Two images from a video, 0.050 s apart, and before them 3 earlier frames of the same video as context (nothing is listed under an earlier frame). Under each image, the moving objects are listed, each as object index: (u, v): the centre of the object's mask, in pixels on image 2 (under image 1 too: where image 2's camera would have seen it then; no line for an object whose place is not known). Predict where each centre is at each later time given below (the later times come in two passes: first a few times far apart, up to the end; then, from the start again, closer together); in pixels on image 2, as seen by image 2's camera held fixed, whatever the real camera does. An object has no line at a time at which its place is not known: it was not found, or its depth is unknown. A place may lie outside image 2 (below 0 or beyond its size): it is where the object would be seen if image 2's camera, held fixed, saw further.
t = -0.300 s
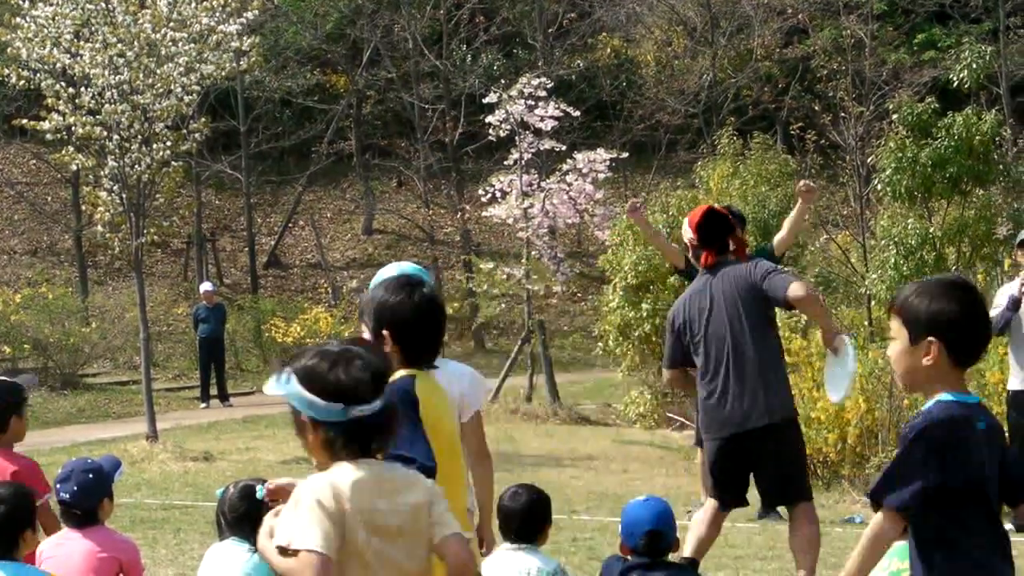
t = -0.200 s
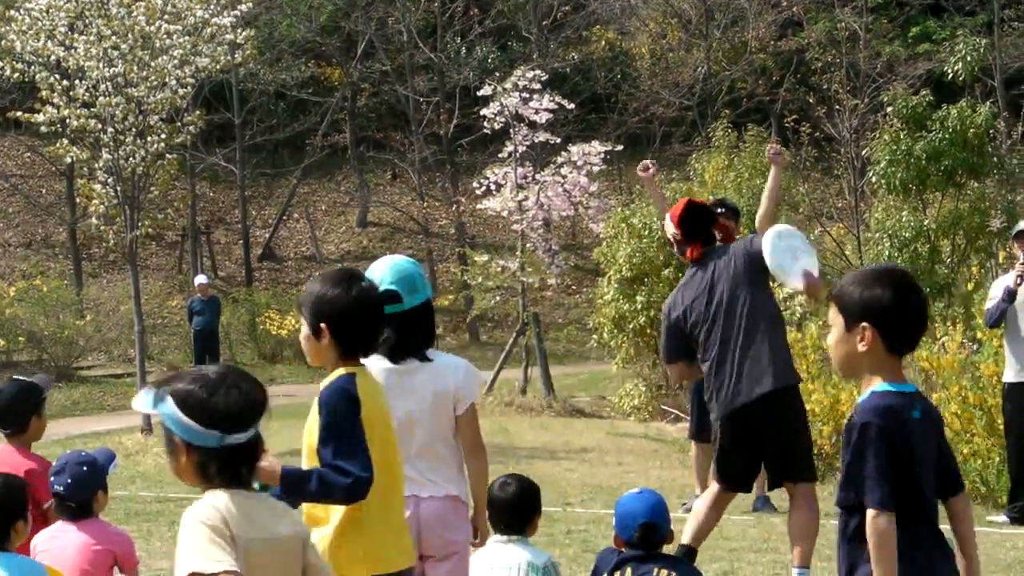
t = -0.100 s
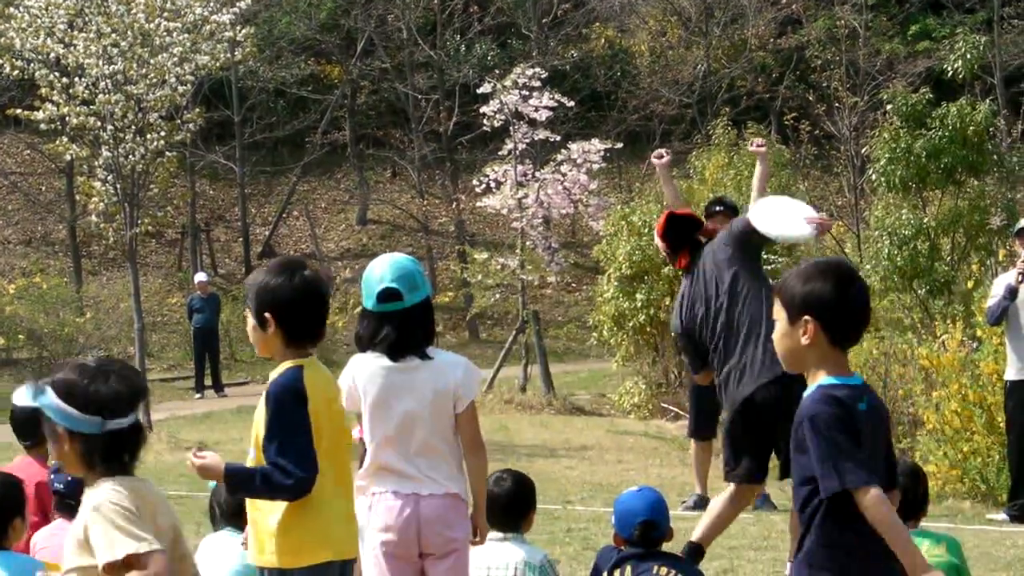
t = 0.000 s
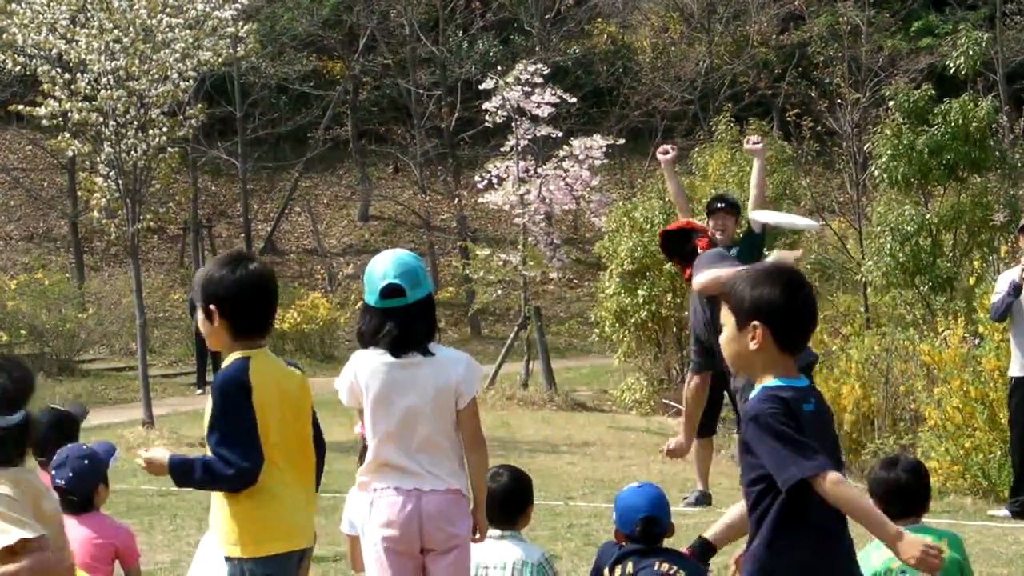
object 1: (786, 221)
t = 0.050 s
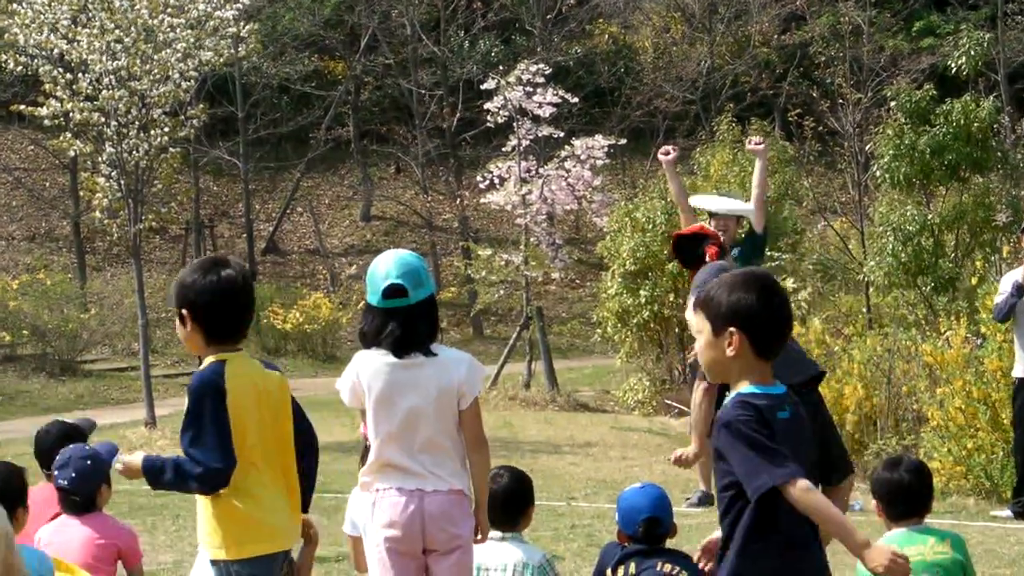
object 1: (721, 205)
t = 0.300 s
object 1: (459, 178)
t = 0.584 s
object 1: (251, 206)
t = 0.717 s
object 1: (177, 232)
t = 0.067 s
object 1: (701, 200)
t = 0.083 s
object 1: (679, 196)
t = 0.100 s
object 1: (663, 193)
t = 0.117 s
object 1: (642, 189)
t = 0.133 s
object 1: (625, 187)
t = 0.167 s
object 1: (588, 182)
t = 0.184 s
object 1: (570, 181)
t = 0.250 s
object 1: (503, 176)
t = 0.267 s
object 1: (486, 176)
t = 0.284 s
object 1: (474, 178)
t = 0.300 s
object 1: (459, 178)
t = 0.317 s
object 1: (444, 180)
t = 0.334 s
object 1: (429, 180)
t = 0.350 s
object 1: (415, 181)
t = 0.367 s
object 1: (402, 182)
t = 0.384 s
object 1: (388, 183)
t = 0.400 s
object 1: (376, 185)
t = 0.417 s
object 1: (363, 186)
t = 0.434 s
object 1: (350, 188)
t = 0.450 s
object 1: (338, 190)
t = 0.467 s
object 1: (326, 191)
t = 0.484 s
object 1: (314, 192)
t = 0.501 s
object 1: (303, 195)
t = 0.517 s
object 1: (292, 197)
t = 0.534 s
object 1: (282, 200)
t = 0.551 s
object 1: (273, 200)
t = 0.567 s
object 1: (262, 203)
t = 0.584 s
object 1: (251, 206)
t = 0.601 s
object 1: (241, 208)
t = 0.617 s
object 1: (232, 211)
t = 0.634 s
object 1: (221, 216)
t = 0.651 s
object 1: (213, 218)
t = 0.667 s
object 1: (203, 221)
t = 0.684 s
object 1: (193, 224)
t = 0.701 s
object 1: (186, 228)
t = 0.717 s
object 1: (177, 232)
